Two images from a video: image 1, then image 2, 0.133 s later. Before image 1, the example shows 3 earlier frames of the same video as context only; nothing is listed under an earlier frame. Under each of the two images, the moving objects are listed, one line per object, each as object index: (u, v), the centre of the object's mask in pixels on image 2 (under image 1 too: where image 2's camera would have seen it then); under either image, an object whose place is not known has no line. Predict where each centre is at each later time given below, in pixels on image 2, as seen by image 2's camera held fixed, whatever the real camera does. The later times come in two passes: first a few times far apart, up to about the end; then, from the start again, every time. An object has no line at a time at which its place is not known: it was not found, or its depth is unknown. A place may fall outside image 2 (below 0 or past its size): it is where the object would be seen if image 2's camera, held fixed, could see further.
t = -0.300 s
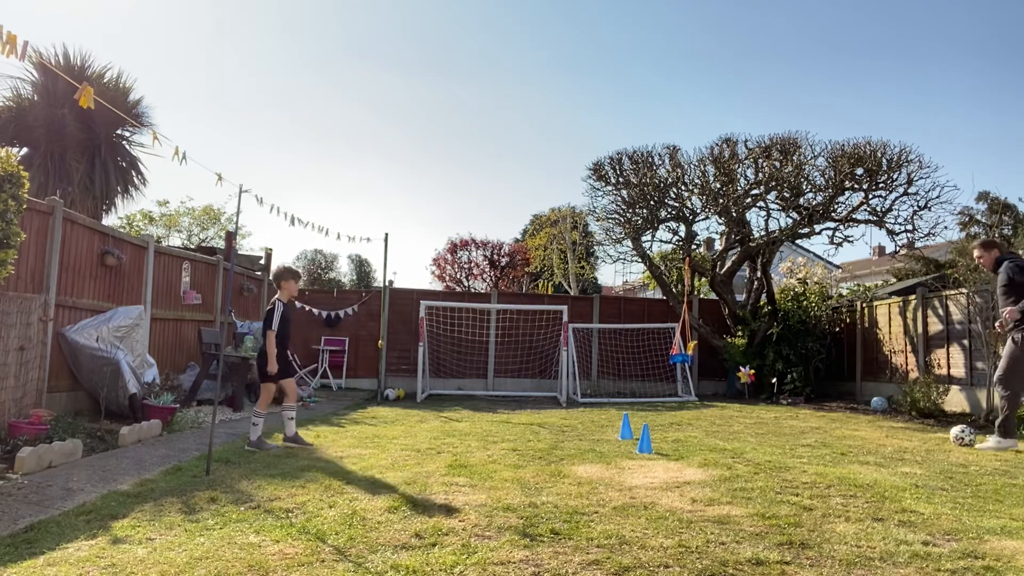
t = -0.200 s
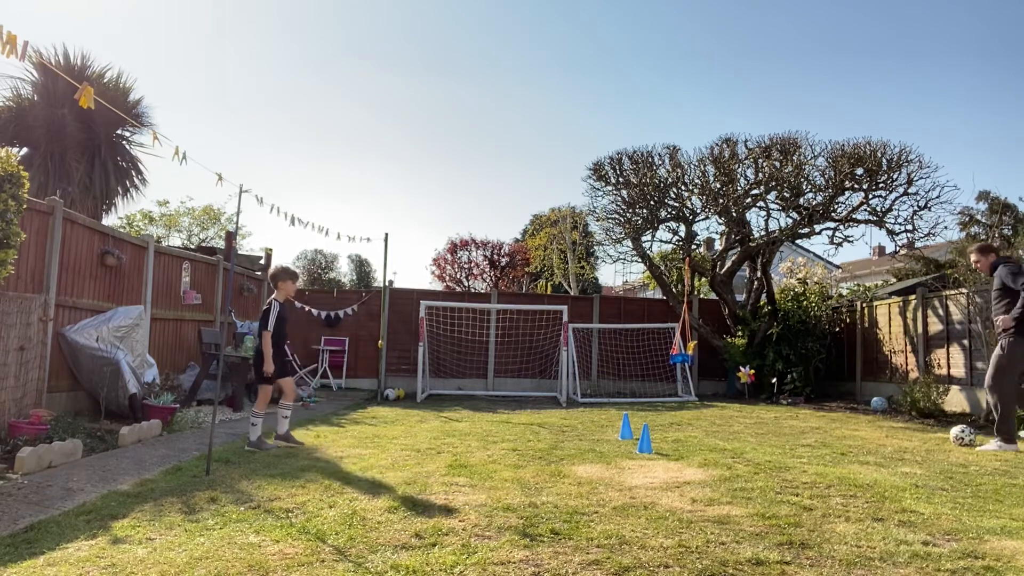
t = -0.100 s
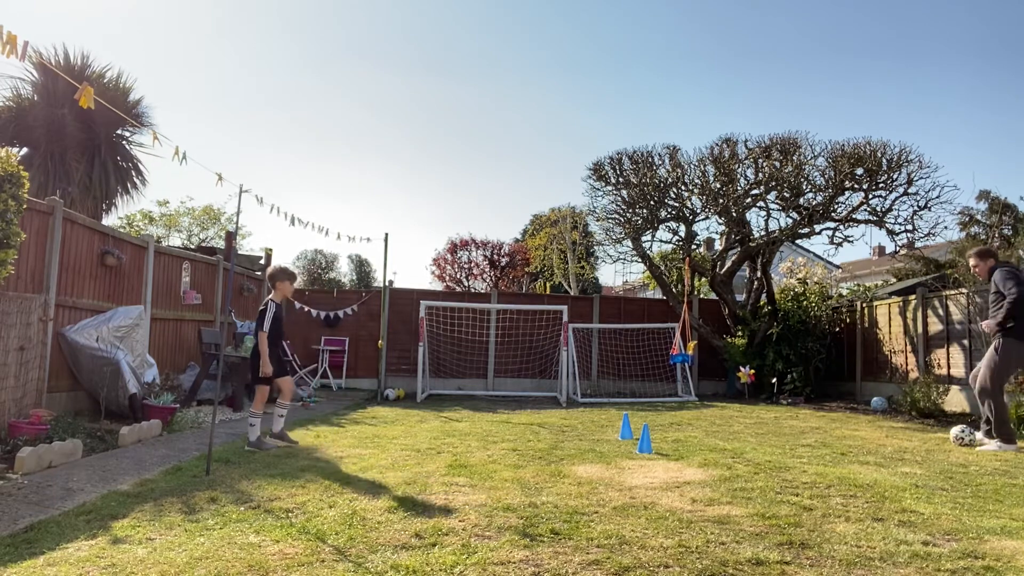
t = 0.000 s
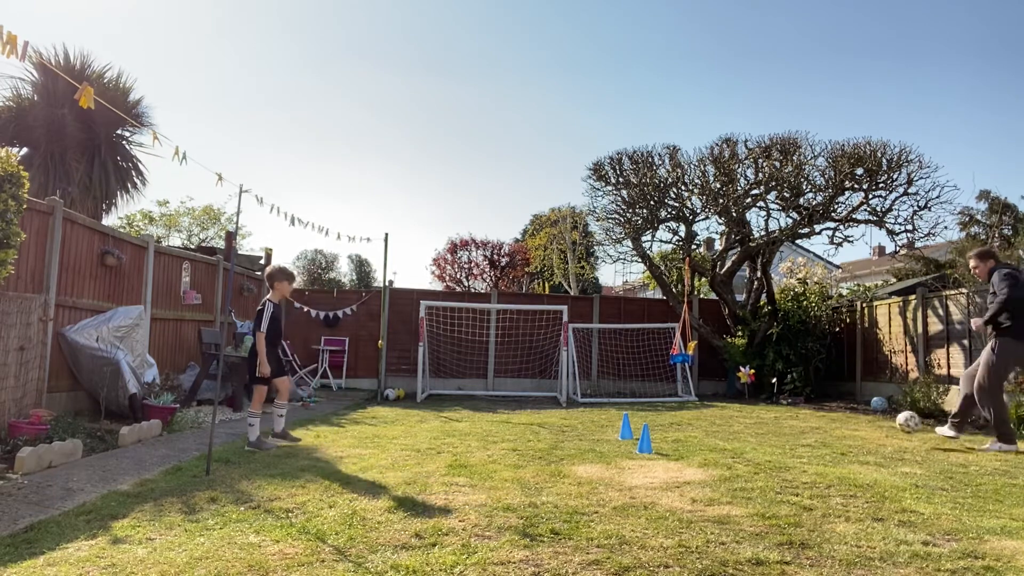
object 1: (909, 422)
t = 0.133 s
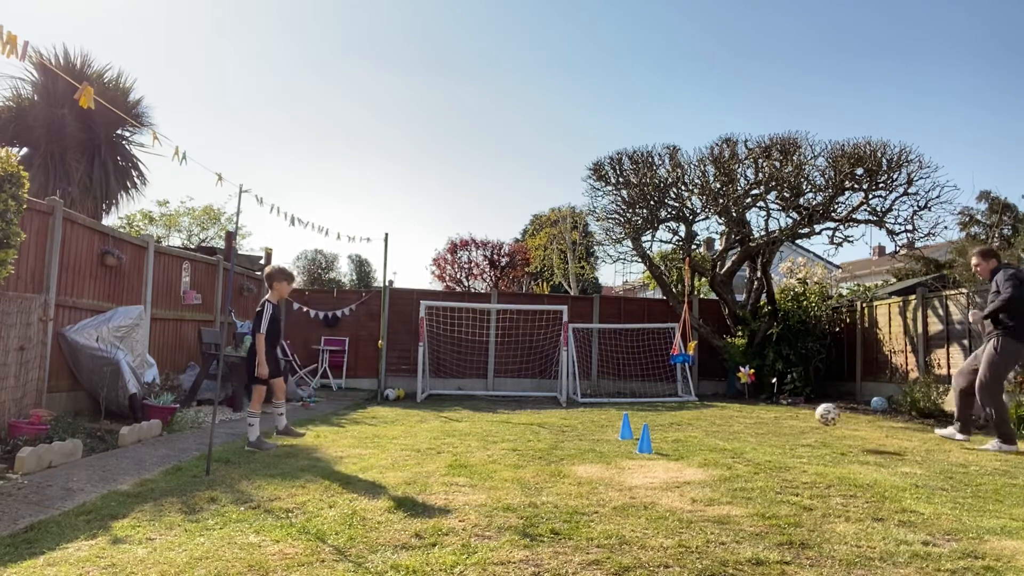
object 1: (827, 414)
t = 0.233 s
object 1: (767, 423)
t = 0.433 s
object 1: (667, 411)
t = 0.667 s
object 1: (562, 432)
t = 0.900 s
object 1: (453, 427)
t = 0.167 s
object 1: (807, 415)
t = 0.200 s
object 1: (787, 418)
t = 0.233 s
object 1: (767, 423)
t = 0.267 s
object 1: (746, 429)
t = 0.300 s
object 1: (729, 430)
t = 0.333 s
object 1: (714, 423)
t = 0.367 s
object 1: (698, 417)
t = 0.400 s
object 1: (682, 414)
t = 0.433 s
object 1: (667, 411)
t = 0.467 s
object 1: (653, 412)
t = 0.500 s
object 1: (637, 411)
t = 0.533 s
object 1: (622, 413)
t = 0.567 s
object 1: (606, 416)
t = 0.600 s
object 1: (592, 421)
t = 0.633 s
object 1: (577, 427)
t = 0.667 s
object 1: (562, 432)
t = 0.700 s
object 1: (546, 431)
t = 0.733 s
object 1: (530, 430)
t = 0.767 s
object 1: (515, 431)
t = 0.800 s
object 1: (500, 433)
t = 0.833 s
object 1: (484, 430)
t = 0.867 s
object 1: (468, 428)
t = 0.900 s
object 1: (453, 427)
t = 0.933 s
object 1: (438, 428)
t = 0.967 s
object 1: (423, 429)
